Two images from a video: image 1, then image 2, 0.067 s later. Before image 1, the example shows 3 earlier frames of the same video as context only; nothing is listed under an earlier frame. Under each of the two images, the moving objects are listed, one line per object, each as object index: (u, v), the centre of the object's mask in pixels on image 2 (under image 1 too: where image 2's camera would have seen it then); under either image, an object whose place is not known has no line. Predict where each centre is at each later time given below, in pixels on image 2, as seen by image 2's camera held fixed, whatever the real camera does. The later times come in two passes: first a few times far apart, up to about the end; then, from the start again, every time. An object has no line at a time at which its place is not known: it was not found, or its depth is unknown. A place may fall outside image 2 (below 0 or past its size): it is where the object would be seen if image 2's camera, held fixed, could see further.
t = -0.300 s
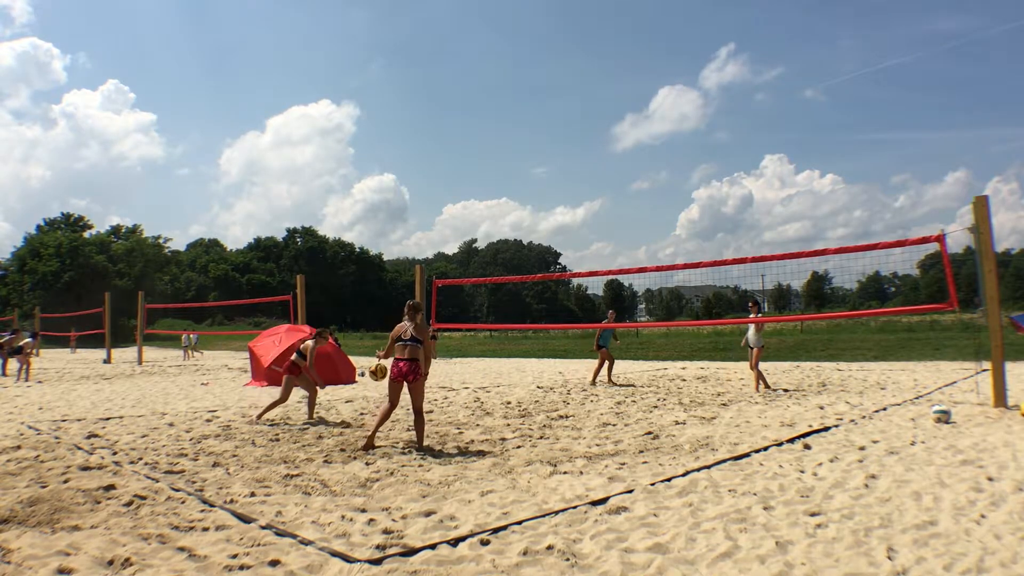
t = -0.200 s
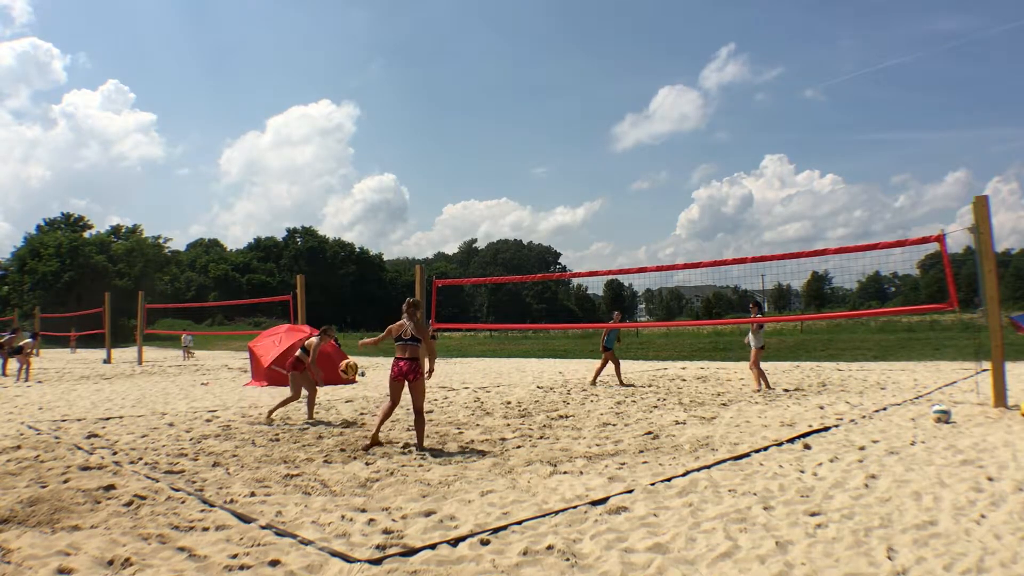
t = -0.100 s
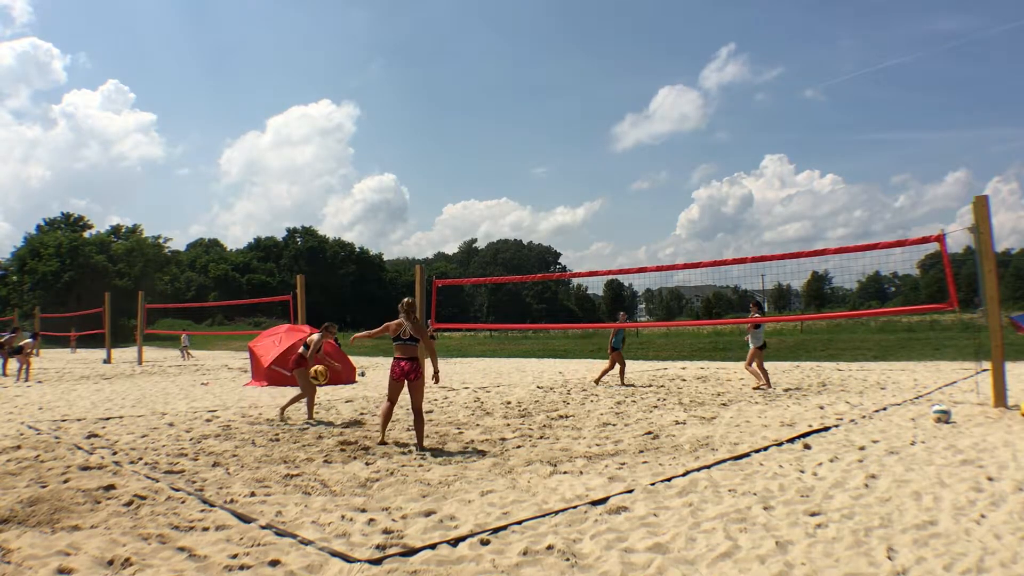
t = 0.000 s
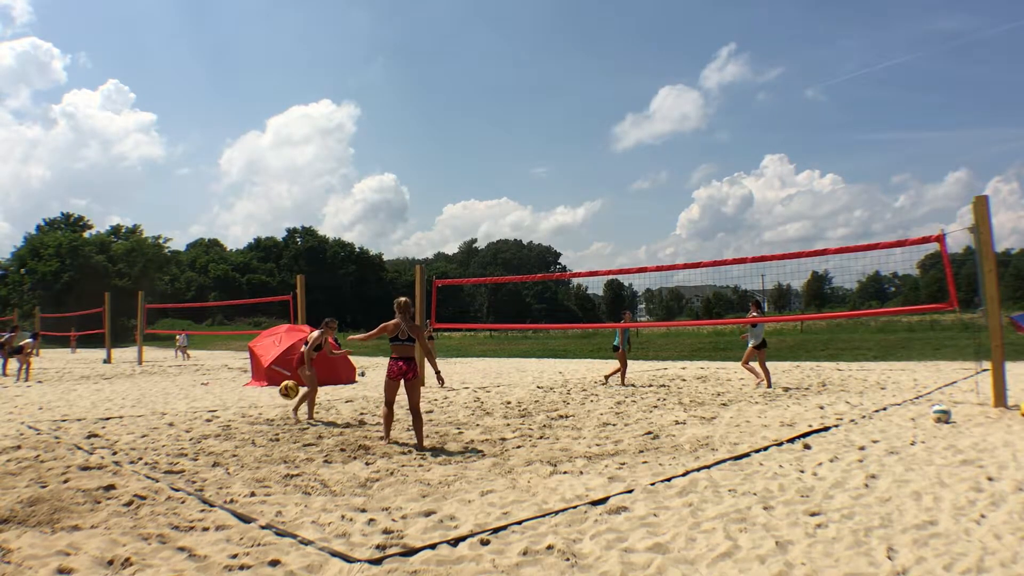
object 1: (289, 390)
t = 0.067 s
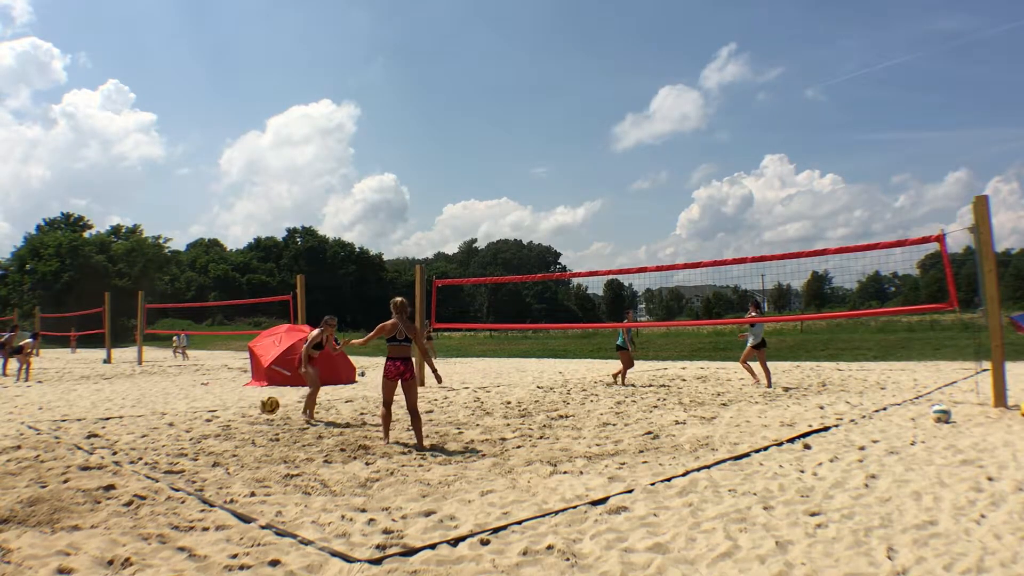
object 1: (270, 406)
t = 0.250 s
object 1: (219, 435)
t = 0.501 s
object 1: (157, 441)
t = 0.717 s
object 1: (111, 443)
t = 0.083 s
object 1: (265, 409)
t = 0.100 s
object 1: (259, 414)
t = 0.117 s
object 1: (255, 419)
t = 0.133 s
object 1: (249, 424)
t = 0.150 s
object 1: (244, 430)
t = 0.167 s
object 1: (240, 437)
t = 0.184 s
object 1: (235, 436)
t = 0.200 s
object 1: (230, 436)
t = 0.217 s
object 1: (227, 435)
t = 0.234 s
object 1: (223, 435)
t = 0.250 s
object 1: (219, 435)
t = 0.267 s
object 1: (215, 434)
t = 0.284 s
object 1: (210, 435)
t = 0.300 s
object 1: (207, 435)
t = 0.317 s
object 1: (202, 436)
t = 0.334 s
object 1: (198, 436)
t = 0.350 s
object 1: (193, 438)
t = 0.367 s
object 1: (189, 439)
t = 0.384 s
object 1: (185, 441)
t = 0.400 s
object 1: (181, 442)
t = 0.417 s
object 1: (177, 442)
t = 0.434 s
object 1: (173, 441)
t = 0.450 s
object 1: (169, 441)
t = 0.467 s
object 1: (165, 441)
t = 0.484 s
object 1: (161, 442)
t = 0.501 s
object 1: (157, 441)
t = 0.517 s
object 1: (153, 442)
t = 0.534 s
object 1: (150, 441)
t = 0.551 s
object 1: (146, 441)
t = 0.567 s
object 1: (143, 442)
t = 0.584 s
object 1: (139, 442)
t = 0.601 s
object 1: (135, 442)
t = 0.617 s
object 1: (131, 442)
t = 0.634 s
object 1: (128, 442)
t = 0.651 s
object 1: (124, 443)
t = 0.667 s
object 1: (120, 443)
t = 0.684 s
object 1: (117, 443)
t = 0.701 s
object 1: (114, 443)
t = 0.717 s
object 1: (111, 443)
